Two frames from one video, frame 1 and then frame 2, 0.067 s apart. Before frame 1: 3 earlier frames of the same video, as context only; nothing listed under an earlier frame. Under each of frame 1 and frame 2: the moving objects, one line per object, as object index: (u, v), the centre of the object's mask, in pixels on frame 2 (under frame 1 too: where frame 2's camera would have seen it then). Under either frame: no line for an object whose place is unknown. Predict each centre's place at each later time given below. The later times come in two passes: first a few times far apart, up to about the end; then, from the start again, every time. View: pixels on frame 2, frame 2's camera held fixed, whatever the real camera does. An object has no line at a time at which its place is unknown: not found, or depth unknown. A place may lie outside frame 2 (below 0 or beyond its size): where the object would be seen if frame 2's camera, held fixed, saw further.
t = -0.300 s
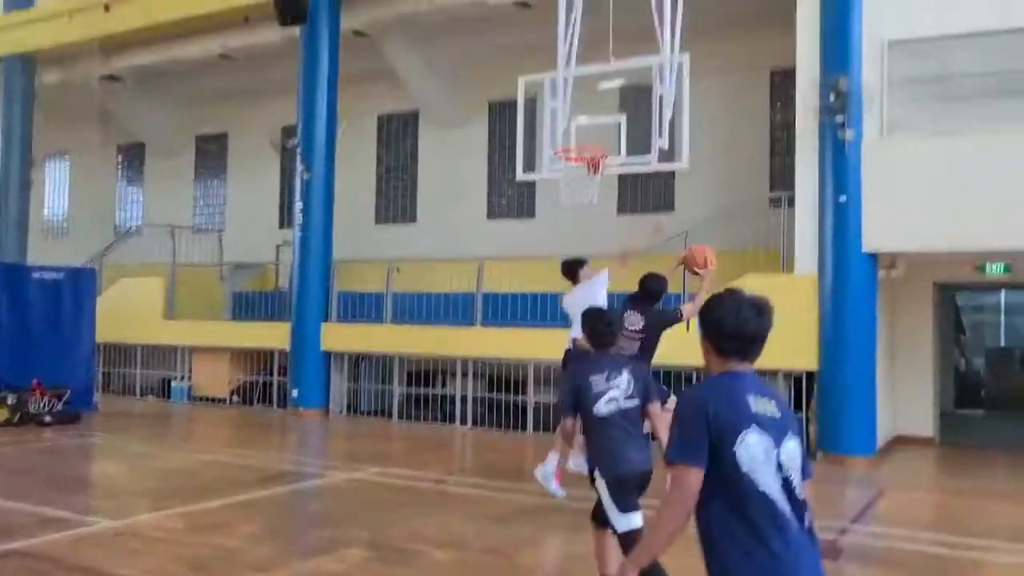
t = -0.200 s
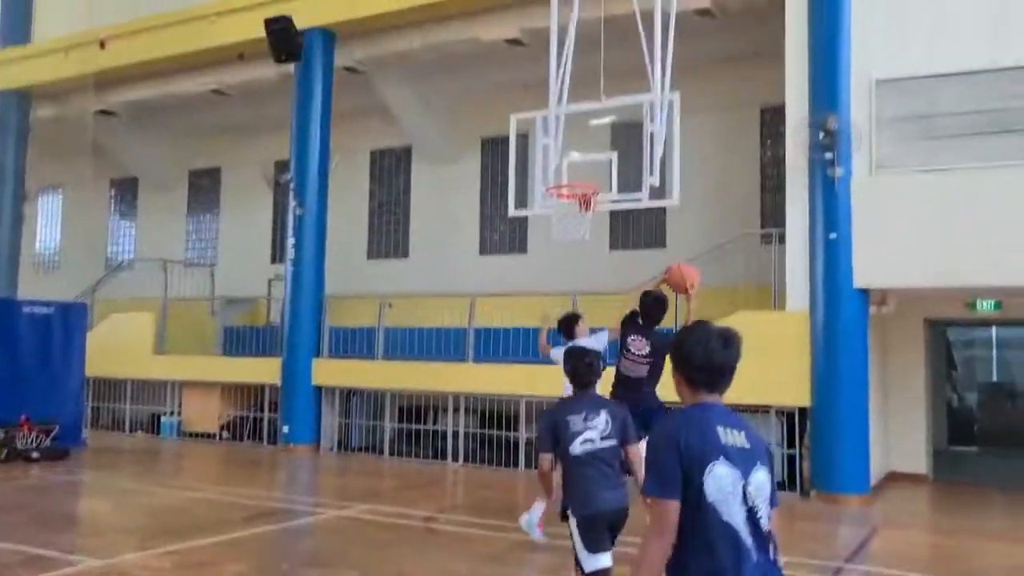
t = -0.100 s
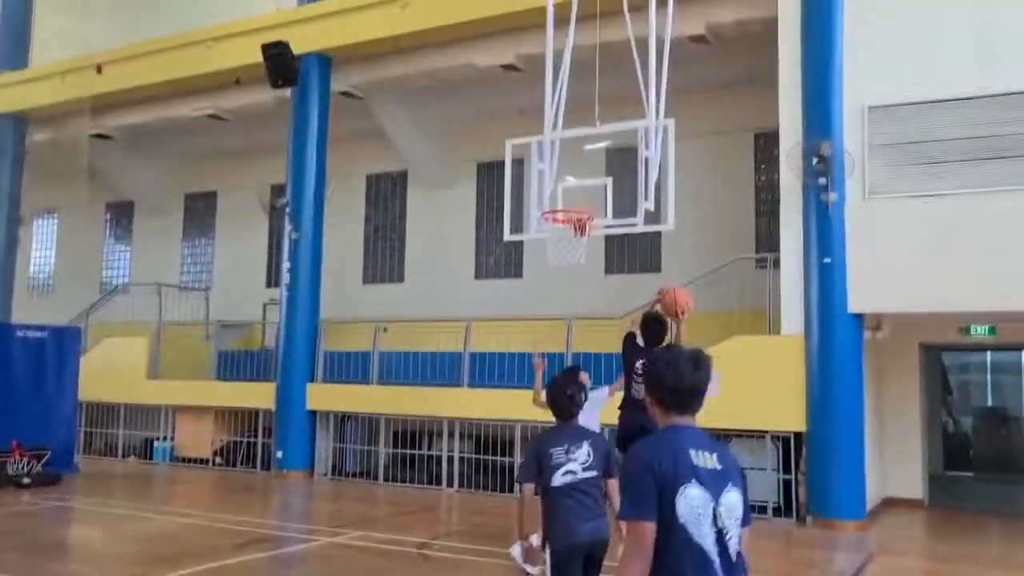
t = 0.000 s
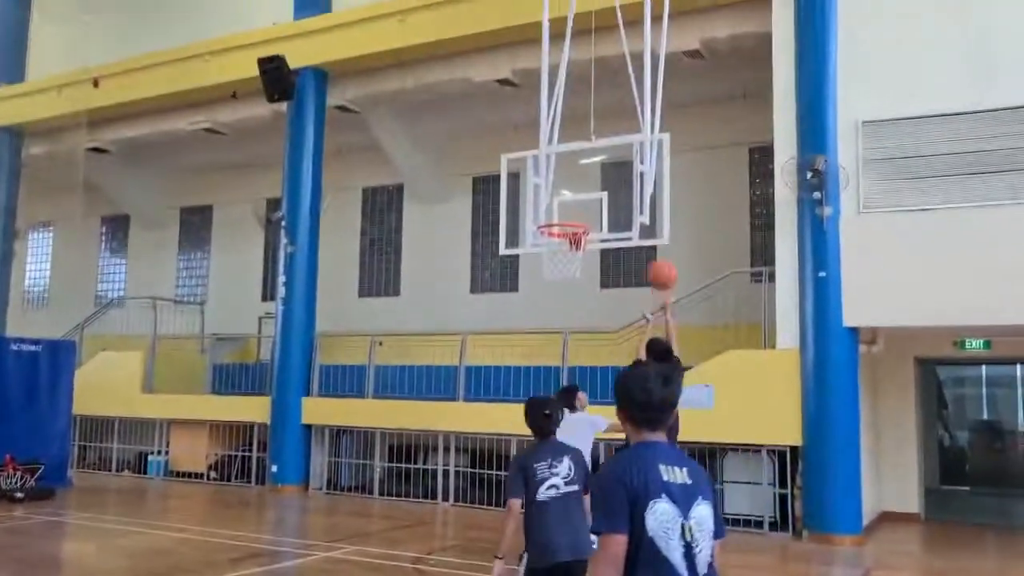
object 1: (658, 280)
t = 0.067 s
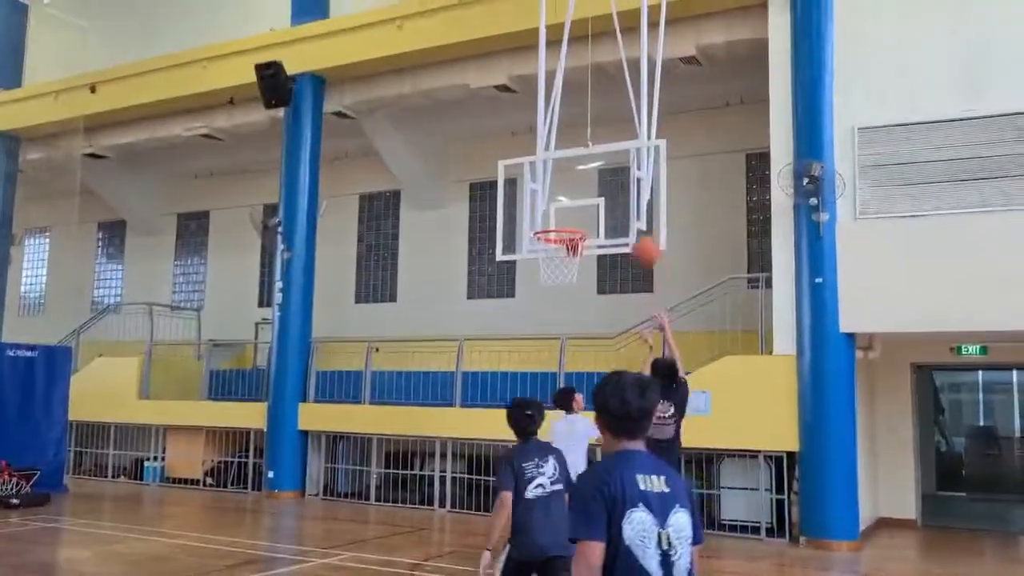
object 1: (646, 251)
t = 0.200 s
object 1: (621, 210)
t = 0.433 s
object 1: (585, 192)
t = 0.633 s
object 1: (552, 212)
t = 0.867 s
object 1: (553, 218)
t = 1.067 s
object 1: (565, 215)
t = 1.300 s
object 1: (573, 241)
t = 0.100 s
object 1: (639, 238)
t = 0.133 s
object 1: (634, 227)
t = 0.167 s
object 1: (628, 218)
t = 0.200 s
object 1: (621, 210)
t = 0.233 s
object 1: (617, 204)
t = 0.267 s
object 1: (611, 199)
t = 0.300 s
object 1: (607, 198)
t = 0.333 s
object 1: (601, 194)
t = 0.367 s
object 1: (595, 192)
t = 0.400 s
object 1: (590, 192)
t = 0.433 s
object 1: (585, 192)
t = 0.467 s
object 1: (582, 194)
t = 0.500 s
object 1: (575, 197)
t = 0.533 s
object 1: (569, 199)
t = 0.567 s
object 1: (564, 202)
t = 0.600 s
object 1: (558, 205)
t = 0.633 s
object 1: (552, 212)
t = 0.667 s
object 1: (546, 218)
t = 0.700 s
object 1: (542, 224)
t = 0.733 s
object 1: (544, 221)
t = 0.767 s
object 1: (547, 218)
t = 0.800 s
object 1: (548, 217)
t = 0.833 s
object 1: (551, 217)
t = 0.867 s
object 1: (553, 218)
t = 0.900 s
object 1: (554, 218)
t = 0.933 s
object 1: (557, 215)
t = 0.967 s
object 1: (560, 214)
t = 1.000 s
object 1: (561, 213)
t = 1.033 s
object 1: (563, 213)
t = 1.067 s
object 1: (565, 215)
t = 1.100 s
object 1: (567, 217)
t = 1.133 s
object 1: (568, 219)
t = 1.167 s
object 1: (569, 220)
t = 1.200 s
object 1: (570, 225)
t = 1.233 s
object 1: (571, 228)
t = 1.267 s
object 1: (572, 235)
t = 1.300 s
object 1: (573, 241)
